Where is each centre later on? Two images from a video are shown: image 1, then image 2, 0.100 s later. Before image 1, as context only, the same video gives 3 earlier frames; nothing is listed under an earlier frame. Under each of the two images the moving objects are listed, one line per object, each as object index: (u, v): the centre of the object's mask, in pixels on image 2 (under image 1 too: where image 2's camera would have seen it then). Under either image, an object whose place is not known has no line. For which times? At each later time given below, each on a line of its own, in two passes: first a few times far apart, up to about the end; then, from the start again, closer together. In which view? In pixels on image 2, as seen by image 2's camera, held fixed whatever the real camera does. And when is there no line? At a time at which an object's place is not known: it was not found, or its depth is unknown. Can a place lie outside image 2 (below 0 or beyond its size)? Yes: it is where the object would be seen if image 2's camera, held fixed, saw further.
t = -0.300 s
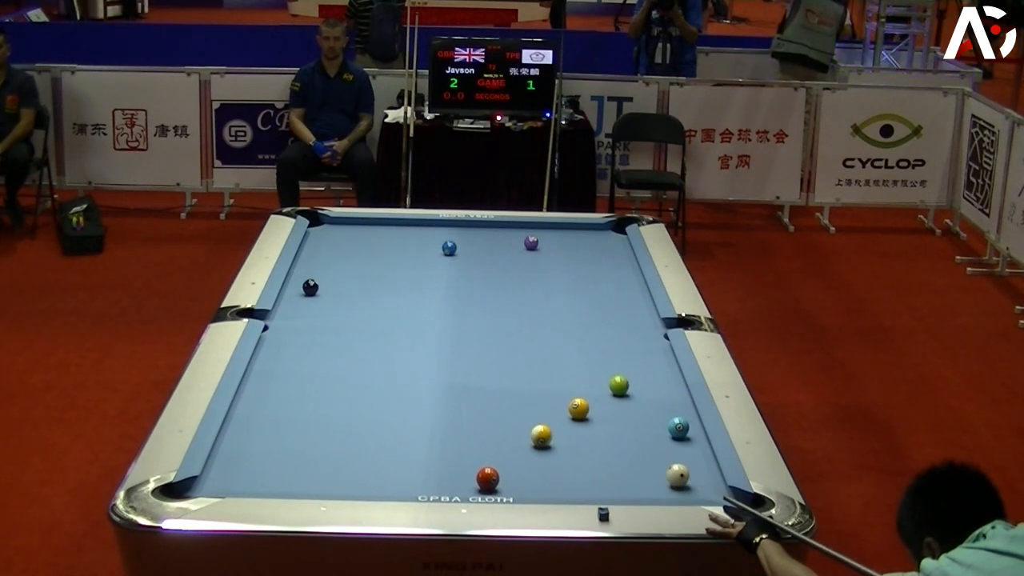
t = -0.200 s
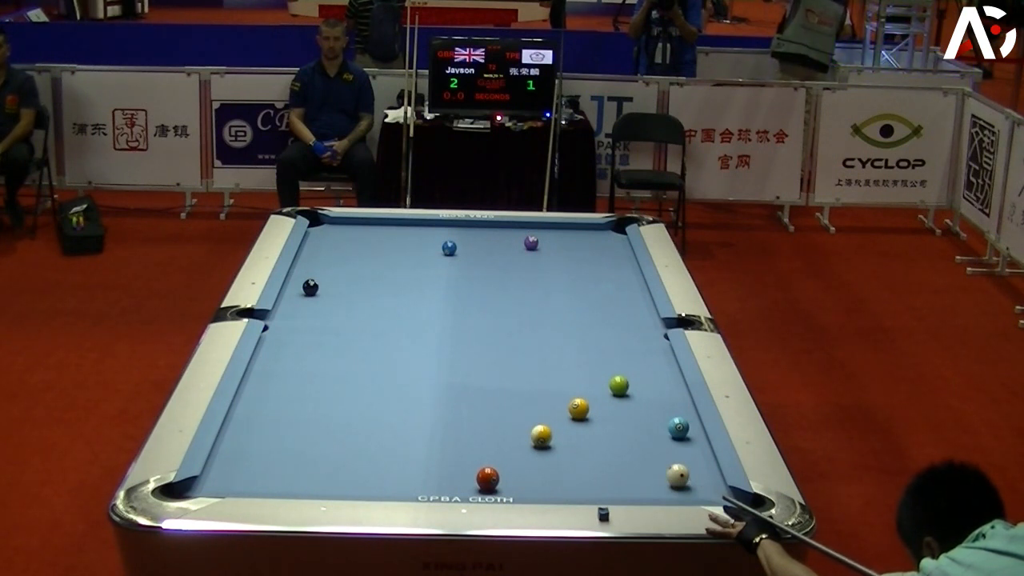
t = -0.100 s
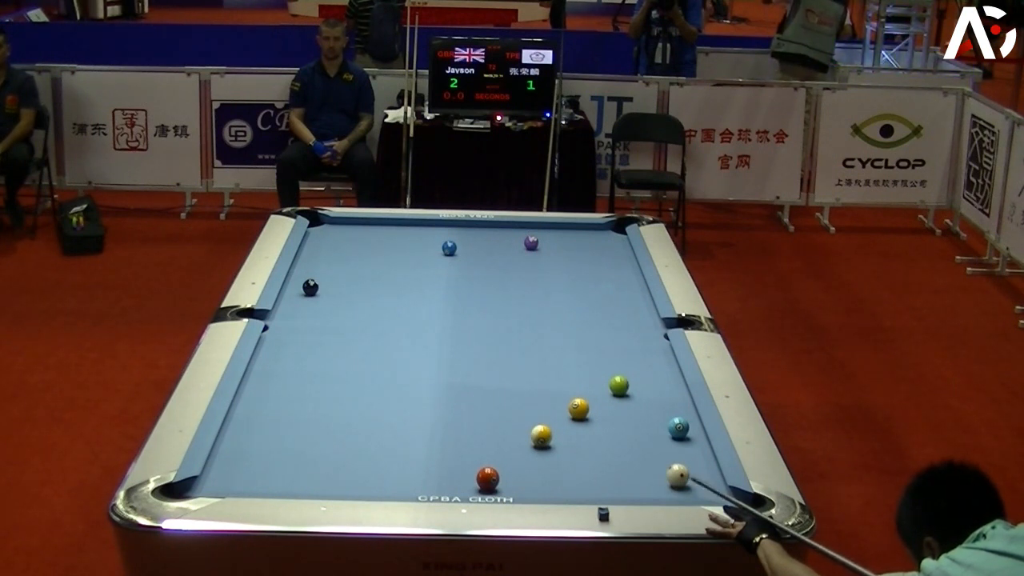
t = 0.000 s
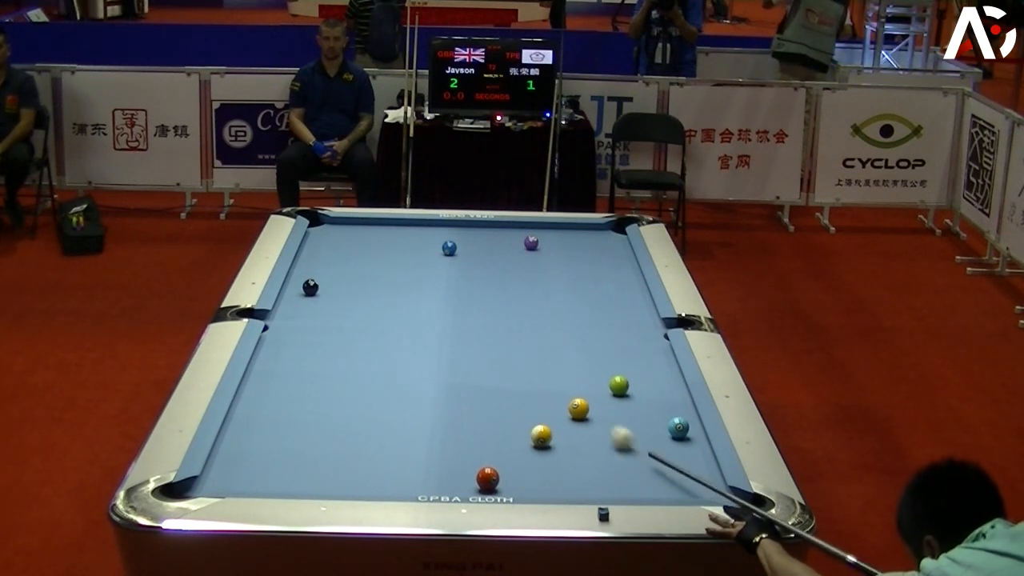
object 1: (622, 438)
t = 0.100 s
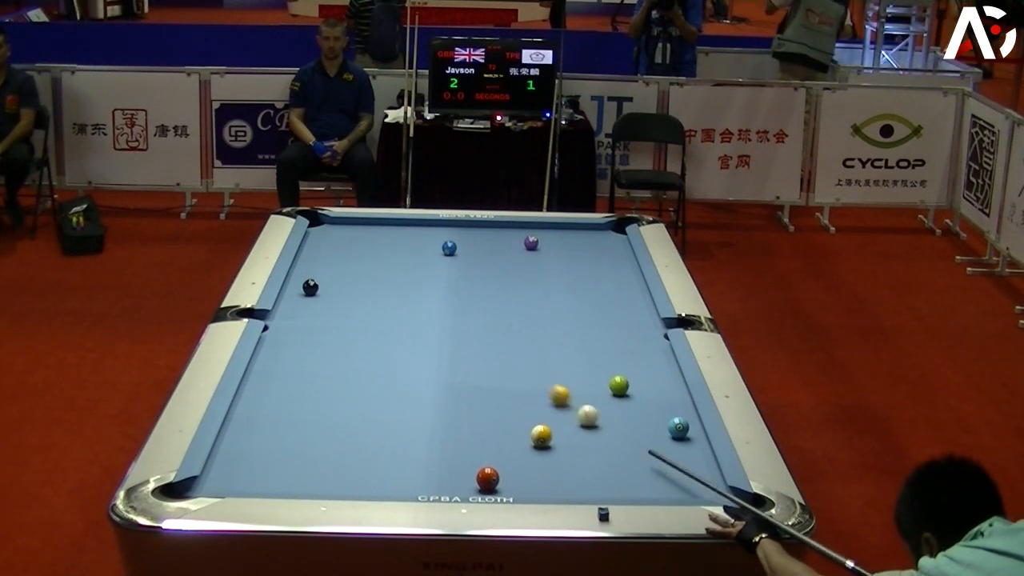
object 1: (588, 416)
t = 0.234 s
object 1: (579, 412)
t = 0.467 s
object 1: (551, 396)
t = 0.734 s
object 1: (515, 373)
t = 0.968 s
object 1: (487, 356)
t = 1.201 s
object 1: (461, 340)
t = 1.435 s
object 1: (438, 326)
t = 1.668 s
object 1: (416, 313)
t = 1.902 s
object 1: (397, 301)
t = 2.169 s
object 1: (376, 288)
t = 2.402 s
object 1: (360, 278)
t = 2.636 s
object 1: (344, 269)
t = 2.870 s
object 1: (330, 260)
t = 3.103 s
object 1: (317, 253)
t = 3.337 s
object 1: (307, 246)
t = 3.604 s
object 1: (317, 240)
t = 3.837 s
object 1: (325, 235)
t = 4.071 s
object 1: (332, 231)
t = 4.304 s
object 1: (339, 227)
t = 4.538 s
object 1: (345, 224)
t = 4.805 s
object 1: (350, 221)
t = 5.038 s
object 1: (352, 223)
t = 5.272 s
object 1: (353, 224)
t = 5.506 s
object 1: (354, 224)
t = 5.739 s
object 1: (355, 225)
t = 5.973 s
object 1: (355, 225)
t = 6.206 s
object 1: (355, 225)
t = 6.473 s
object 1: (356, 225)
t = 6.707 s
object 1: (355, 225)
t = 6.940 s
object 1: (355, 225)
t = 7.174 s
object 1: (355, 225)
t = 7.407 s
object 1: (355, 225)
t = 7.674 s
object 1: (355, 225)
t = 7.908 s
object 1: (355, 225)
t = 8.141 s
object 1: (355, 225)
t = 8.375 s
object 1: (355, 225)
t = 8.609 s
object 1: (355, 225)
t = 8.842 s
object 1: (355, 225)
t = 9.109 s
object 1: (355, 225)
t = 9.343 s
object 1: (355, 225)
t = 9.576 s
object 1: (355, 225)
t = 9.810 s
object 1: (355, 225)
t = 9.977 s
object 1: (355, 225)
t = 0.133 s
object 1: (586, 415)
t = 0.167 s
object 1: (584, 414)
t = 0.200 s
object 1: (582, 413)
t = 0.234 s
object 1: (579, 412)
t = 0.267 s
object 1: (576, 410)
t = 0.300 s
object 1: (573, 408)
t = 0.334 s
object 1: (569, 406)
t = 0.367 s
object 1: (565, 404)
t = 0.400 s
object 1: (560, 401)
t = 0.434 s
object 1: (556, 398)
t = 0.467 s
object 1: (551, 396)
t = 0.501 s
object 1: (546, 392)
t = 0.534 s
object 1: (542, 389)
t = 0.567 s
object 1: (537, 386)
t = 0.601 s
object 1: (532, 384)
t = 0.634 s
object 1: (528, 381)
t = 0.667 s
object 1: (524, 379)
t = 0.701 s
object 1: (519, 376)
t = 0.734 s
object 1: (515, 373)
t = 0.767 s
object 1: (511, 371)
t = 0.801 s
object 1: (507, 368)
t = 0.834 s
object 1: (503, 366)
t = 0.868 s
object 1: (499, 363)
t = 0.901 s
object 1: (495, 361)
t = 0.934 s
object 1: (491, 358)
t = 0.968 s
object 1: (487, 356)
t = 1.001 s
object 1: (483, 354)
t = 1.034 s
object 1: (479, 351)
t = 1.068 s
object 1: (476, 349)
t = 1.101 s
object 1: (472, 347)
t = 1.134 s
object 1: (468, 345)
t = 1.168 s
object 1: (465, 343)
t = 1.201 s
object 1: (461, 340)
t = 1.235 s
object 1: (458, 338)
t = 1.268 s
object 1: (454, 336)
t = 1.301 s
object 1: (451, 334)
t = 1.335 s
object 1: (447, 332)
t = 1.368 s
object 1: (444, 330)
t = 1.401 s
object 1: (441, 328)
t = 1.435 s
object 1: (438, 326)
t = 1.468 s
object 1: (434, 324)
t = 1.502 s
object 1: (431, 322)
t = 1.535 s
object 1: (428, 320)
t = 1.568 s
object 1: (425, 318)
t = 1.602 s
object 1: (422, 316)
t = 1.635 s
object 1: (419, 315)
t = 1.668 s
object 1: (416, 313)
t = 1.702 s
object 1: (413, 311)
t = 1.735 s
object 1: (410, 309)
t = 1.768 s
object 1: (407, 307)
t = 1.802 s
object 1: (405, 306)
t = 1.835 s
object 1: (402, 304)
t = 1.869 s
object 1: (399, 302)
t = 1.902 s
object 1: (397, 301)
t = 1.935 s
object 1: (394, 299)
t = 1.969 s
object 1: (391, 297)
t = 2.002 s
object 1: (389, 296)
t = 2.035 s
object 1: (386, 294)
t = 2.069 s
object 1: (383, 293)
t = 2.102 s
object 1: (381, 291)
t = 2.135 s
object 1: (378, 290)
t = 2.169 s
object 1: (376, 288)
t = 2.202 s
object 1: (373, 287)
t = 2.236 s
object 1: (371, 285)
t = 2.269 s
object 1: (368, 284)
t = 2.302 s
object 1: (366, 282)
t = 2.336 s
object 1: (364, 281)
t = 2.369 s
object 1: (362, 280)
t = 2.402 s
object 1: (360, 278)
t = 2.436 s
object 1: (357, 277)
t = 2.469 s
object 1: (355, 276)
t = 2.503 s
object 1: (353, 274)
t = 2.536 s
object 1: (351, 273)
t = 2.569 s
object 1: (348, 271)
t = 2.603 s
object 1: (346, 270)
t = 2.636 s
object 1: (344, 269)
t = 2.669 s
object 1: (342, 268)
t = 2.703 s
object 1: (340, 266)
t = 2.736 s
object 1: (338, 265)
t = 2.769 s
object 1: (336, 264)
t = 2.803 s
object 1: (334, 262)
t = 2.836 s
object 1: (332, 262)
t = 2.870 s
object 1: (330, 260)
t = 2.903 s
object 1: (328, 259)
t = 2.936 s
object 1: (326, 258)
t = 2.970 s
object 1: (325, 257)
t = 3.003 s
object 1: (323, 256)
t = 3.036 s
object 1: (321, 255)
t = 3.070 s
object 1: (319, 254)
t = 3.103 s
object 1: (317, 253)
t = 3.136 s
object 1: (315, 251)
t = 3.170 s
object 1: (314, 250)
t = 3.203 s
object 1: (312, 249)
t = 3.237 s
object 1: (311, 248)
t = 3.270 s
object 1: (309, 247)
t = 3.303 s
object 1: (307, 246)
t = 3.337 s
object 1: (307, 246)
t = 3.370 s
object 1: (308, 245)
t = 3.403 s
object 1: (310, 244)
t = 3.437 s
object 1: (311, 243)
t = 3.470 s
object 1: (312, 242)
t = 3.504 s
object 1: (313, 242)
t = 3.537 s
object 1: (315, 241)
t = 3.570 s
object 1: (316, 240)
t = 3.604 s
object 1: (317, 240)
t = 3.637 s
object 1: (318, 239)
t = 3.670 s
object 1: (319, 238)
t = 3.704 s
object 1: (321, 238)
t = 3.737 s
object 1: (322, 237)
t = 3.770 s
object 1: (323, 237)
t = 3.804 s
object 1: (324, 236)
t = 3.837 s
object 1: (325, 235)
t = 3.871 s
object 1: (326, 235)
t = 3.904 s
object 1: (327, 234)
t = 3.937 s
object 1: (328, 233)
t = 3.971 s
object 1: (329, 233)
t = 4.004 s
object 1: (330, 232)
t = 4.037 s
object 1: (331, 232)
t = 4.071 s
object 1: (332, 231)
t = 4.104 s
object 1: (333, 230)
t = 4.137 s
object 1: (334, 230)
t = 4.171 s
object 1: (335, 230)
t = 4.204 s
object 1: (336, 229)
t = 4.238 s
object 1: (337, 228)
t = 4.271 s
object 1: (338, 228)
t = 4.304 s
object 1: (339, 227)
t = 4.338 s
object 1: (340, 227)
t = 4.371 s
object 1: (341, 226)
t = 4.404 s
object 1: (341, 226)
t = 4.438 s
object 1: (342, 225)
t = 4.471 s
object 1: (343, 225)
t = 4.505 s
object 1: (344, 224)
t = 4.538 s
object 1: (345, 224)
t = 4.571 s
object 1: (345, 224)
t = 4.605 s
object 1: (346, 223)
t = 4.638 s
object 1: (347, 223)
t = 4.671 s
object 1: (348, 222)
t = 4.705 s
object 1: (348, 222)
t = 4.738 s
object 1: (349, 222)
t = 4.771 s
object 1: (350, 221)
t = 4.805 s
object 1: (350, 221)
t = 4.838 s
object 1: (351, 221)
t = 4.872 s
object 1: (351, 222)
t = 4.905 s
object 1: (351, 222)
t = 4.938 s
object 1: (351, 222)
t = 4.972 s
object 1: (351, 222)
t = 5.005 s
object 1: (351, 222)
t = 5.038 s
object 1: (352, 223)
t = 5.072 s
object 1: (352, 223)
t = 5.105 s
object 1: (352, 223)
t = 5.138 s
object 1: (352, 223)
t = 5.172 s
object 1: (353, 223)
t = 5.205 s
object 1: (353, 223)
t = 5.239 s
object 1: (353, 223)
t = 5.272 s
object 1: (353, 224)
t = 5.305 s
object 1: (353, 224)
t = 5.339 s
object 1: (353, 224)
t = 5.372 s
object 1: (353, 224)
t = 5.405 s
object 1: (353, 224)
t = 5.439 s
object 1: (354, 224)
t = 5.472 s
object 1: (354, 224)
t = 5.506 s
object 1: (354, 224)
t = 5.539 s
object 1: (354, 224)
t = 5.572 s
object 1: (354, 225)
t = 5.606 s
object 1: (354, 225)
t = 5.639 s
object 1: (354, 225)
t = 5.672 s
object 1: (355, 225)
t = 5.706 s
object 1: (355, 225)
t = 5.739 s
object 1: (355, 225)
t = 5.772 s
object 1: (355, 225)
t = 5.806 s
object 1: (355, 225)
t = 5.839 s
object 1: (355, 225)
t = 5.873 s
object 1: (355, 225)
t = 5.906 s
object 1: (355, 225)
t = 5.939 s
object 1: (355, 225)
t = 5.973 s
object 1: (355, 225)
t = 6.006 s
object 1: (355, 225)
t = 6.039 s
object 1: (355, 225)
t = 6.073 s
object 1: (355, 225)
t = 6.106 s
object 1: (355, 225)
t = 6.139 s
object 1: (355, 225)
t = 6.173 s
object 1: (355, 225)
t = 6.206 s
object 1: (355, 225)
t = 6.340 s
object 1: (356, 225)
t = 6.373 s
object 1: (356, 225)
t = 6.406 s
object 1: (356, 225)
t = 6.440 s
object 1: (356, 225)
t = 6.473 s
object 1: (356, 225)
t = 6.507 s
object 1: (355, 225)
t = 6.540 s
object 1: (355, 225)
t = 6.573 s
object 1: (356, 225)
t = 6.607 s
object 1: (356, 225)
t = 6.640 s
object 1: (356, 225)
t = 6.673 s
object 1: (356, 225)
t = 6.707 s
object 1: (355, 225)
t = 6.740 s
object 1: (355, 225)
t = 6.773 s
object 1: (356, 225)
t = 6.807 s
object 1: (355, 225)
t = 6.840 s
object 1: (355, 225)
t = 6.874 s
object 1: (355, 225)
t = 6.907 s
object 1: (355, 225)
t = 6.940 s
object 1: (355, 225)
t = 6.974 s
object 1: (355, 225)
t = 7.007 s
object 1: (355, 225)
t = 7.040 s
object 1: (355, 225)
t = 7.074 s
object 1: (355, 225)
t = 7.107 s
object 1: (355, 225)
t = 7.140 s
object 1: (355, 225)
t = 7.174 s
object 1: (355, 225)
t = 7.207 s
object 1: (355, 225)
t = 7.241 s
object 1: (355, 225)
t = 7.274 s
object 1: (355, 225)
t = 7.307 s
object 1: (355, 225)
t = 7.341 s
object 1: (355, 225)
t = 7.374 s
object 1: (355, 225)
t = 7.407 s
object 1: (355, 225)
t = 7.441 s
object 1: (355, 225)
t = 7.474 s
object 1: (355, 225)
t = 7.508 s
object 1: (355, 225)
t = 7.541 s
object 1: (355, 225)
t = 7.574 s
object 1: (355, 225)
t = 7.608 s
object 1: (355, 225)
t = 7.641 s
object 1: (355, 225)
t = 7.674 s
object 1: (355, 225)
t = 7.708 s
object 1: (355, 225)
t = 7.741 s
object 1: (355, 225)
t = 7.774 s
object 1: (355, 225)
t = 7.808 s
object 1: (355, 225)
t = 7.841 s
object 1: (355, 225)
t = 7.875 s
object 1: (355, 225)
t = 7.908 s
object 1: (355, 225)
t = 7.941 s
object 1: (355, 225)
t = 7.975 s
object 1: (355, 225)
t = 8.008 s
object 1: (355, 225)
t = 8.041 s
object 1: (355, 225)
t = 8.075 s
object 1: (355, 225)
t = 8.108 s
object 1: (355, 225)
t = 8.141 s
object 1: (355, 225)
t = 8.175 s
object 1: (355, 225)
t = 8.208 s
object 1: (355, 225)
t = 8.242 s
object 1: (355, 225)
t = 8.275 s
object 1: (355, 225)
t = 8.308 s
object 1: (355, 225)
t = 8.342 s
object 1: (355, 225)
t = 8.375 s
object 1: (355, 225)
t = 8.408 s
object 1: (355, 225)
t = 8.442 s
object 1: (355, 225)
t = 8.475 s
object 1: (355, 225)
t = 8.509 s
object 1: (355, 225)
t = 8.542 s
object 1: (355, 225)
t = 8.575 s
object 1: (355, 225)
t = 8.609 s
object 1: (355, 225)
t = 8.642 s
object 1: (355, 225)
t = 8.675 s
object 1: (355, 225)
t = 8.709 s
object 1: (355, 225)
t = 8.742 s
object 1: (355, 225)
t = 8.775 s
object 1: (355, 225)
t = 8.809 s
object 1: (355, 225)
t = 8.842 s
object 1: (355, 225)
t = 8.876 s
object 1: (355, 225)
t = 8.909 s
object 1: (355, 225)
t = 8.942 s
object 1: (355, 225)
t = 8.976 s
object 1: (355, 225)
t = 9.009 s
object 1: (355, 225)
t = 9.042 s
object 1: (355, 225)
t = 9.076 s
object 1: (355, 225)
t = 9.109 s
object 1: (355, 225)
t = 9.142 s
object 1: (355, 225)
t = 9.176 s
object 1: (355, 225)
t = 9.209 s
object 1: (355, 225)
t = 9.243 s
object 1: (355, 225)
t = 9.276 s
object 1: (355, 225)
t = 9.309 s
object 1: (355, 225)
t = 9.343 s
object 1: (355, 225)
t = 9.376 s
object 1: (355, 225)
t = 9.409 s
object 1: (355, 225)
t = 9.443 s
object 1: (355, 225)
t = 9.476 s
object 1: (355, 225)
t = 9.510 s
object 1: (355, 225)
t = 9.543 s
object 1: (355, 225)
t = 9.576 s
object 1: (355, 225)
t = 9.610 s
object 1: (355, 225)
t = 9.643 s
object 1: (355, 225)
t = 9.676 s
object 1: (355, 225)
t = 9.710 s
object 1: (355, 225)
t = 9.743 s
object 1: (355, 225)
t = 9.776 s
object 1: (355, 225)
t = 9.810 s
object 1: (355, 225)
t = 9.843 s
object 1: (355, 225)
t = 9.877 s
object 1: (355, 225)
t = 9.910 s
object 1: (355, 225)
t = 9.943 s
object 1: (355, 225)
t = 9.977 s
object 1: (355, 225)
